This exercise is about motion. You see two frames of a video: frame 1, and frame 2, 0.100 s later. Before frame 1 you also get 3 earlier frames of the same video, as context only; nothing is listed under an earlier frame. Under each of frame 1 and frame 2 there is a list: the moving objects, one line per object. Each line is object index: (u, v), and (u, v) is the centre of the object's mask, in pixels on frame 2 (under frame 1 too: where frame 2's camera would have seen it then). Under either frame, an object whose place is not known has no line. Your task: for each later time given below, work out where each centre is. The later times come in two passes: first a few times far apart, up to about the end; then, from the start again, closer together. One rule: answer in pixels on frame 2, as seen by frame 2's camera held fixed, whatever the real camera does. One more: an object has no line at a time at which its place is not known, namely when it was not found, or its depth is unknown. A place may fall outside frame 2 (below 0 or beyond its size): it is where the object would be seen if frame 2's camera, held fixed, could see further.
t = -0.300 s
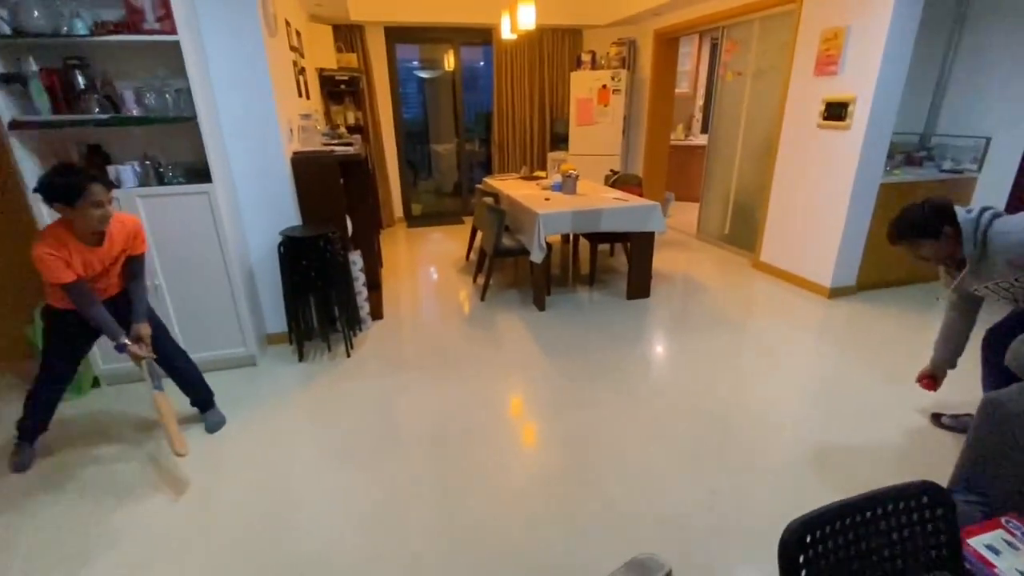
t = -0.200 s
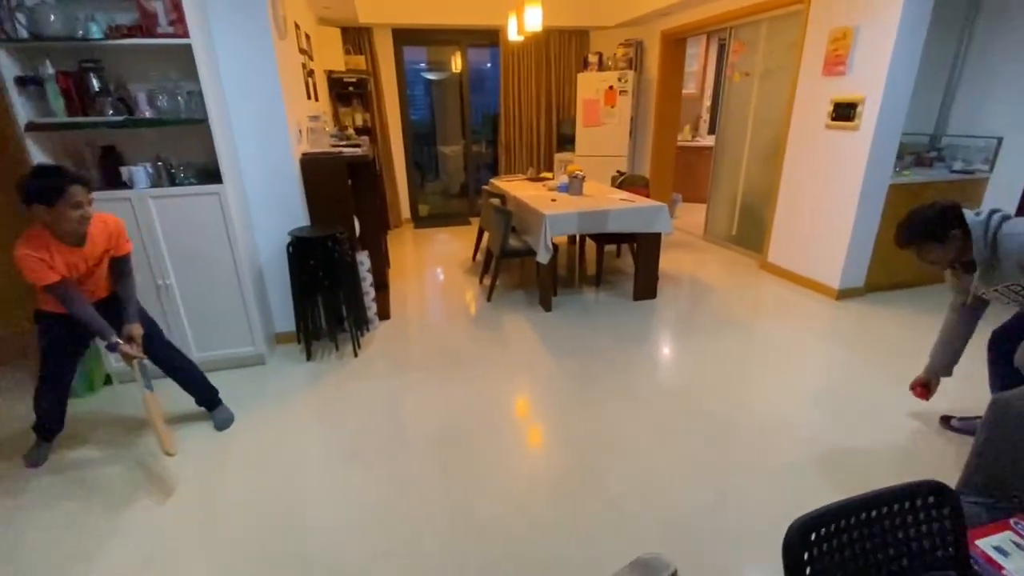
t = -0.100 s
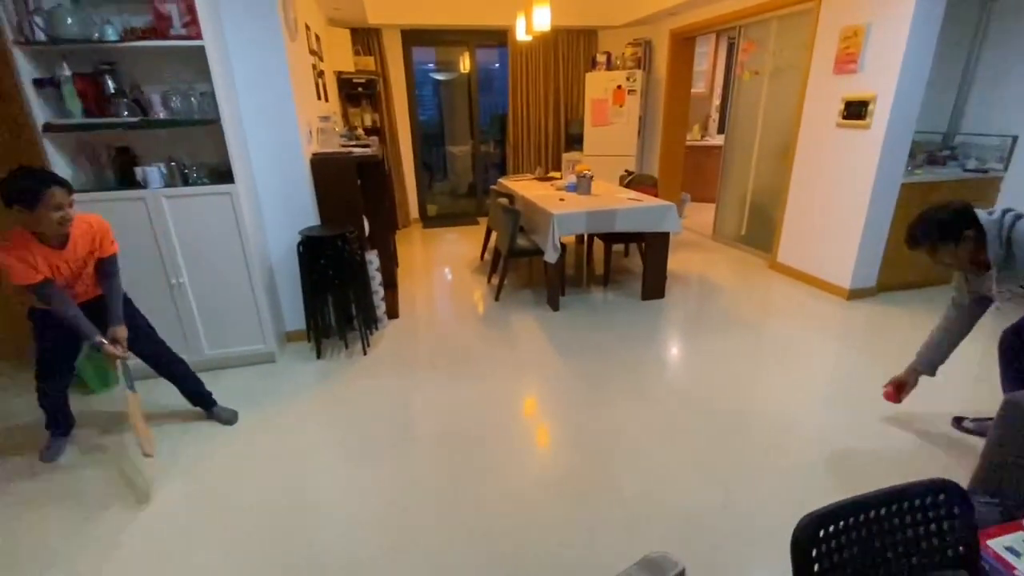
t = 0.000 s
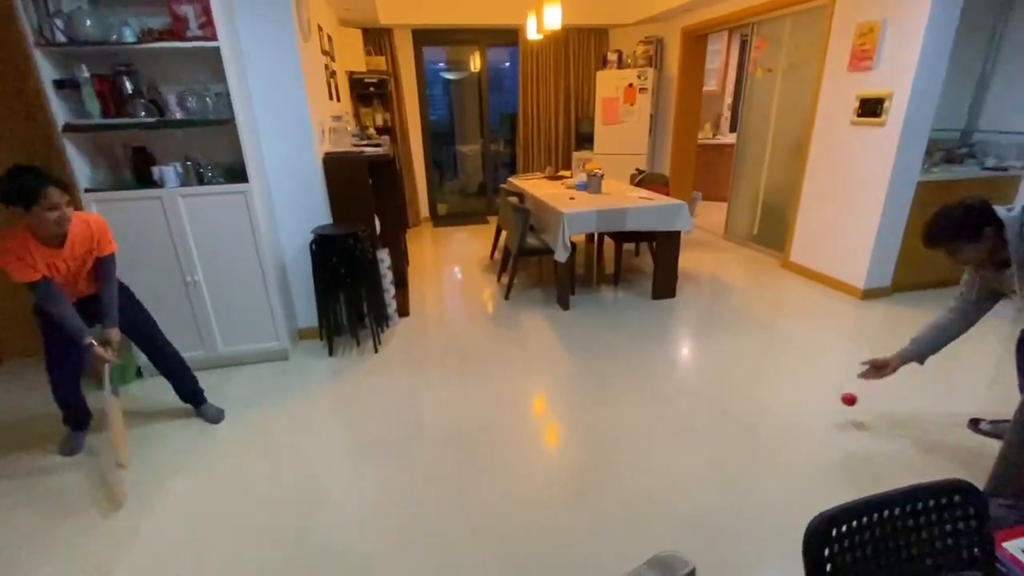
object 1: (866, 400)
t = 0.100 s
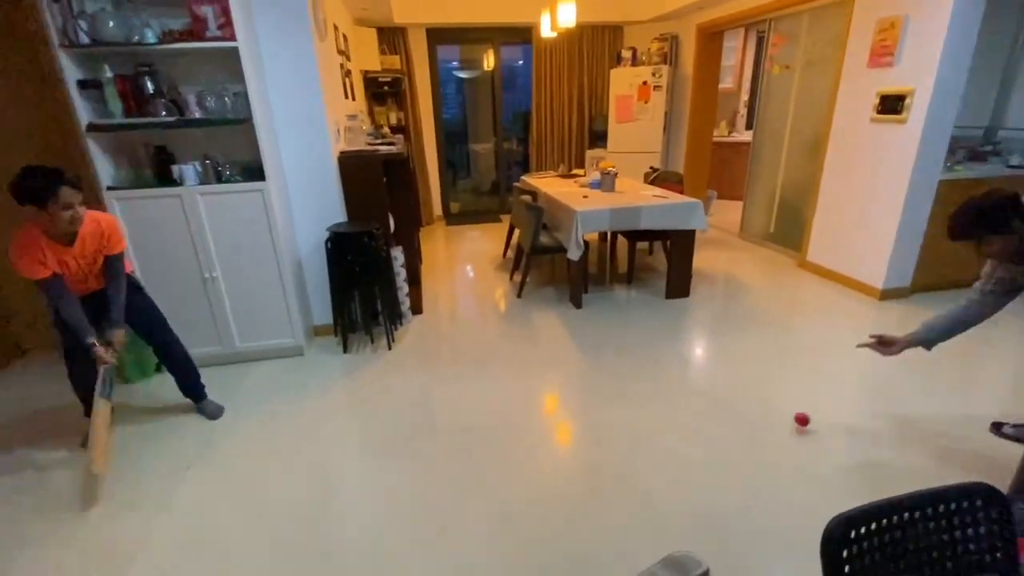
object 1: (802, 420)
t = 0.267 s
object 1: (727, 419)
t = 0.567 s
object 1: (590, 441)
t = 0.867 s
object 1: (454, 451)
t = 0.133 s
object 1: (784, 424)
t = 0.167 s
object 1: (771, 419)
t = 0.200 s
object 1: (757, 417)
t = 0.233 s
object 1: (742, 417)
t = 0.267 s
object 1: (727, 419)
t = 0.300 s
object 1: (712, 423)
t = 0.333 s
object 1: (696, 430)
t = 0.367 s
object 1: (680, 436)
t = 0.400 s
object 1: (666, 432)
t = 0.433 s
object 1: (651, 431)
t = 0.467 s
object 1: (636, 432)
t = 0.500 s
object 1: (621, 436)
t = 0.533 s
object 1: (605, 443)
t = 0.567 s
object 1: (590, 441)
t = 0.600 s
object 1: (575, 440)
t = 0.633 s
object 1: (560, 441)
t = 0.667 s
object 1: (544, 446)
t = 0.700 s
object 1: (529, 446)
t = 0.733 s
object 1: (514, 445)
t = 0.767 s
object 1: (499, 447)
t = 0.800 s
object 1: (484, 451)
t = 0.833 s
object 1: (469, 449)
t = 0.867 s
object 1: (454, 451)
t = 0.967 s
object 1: (409, 455)
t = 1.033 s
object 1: (380, 458)
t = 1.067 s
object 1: (365, 459)
